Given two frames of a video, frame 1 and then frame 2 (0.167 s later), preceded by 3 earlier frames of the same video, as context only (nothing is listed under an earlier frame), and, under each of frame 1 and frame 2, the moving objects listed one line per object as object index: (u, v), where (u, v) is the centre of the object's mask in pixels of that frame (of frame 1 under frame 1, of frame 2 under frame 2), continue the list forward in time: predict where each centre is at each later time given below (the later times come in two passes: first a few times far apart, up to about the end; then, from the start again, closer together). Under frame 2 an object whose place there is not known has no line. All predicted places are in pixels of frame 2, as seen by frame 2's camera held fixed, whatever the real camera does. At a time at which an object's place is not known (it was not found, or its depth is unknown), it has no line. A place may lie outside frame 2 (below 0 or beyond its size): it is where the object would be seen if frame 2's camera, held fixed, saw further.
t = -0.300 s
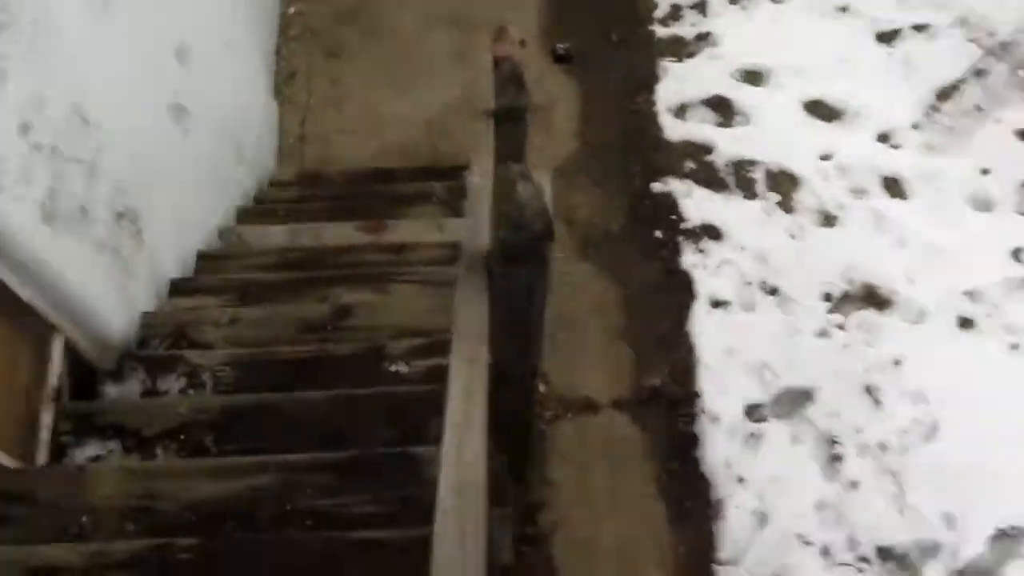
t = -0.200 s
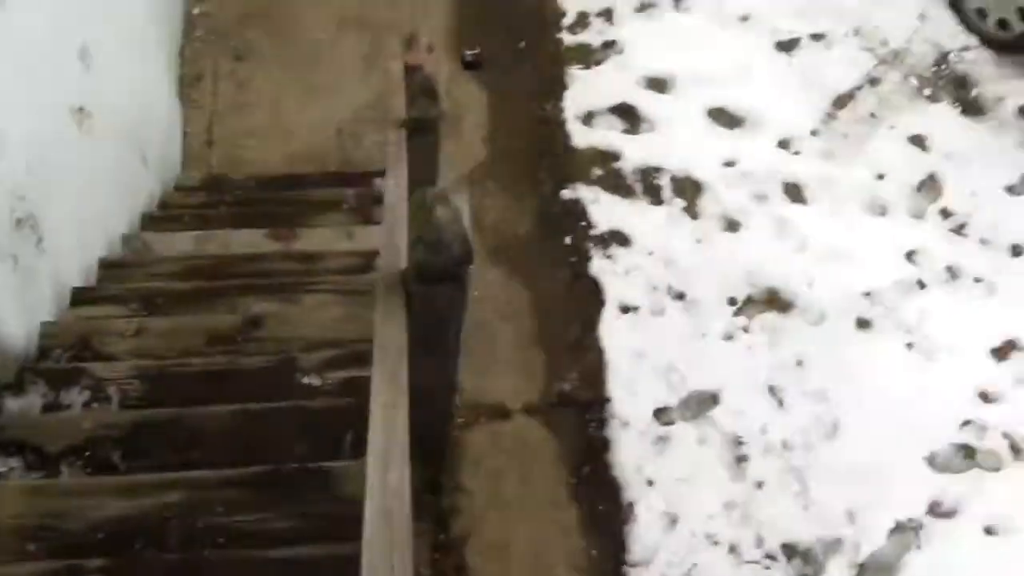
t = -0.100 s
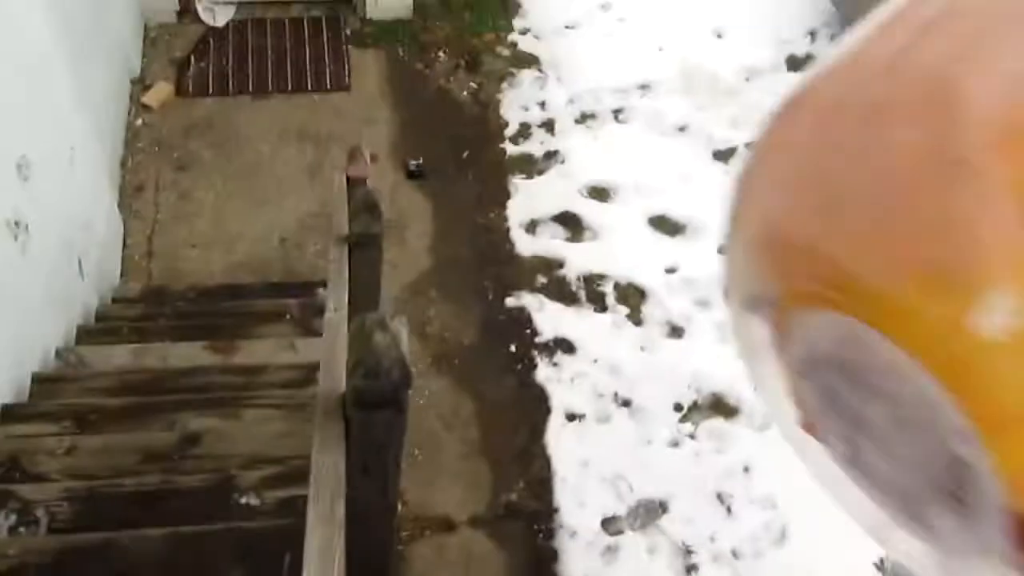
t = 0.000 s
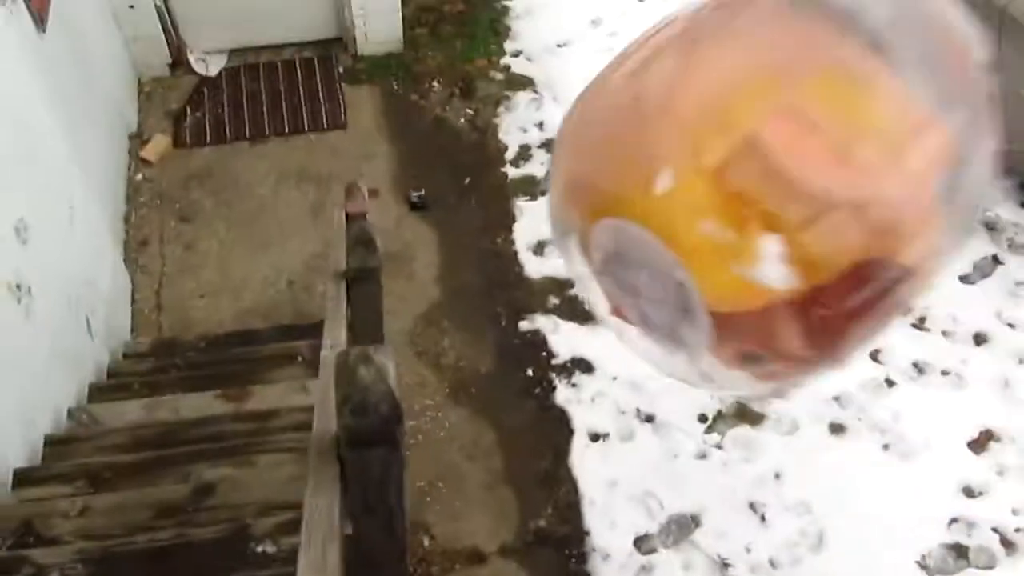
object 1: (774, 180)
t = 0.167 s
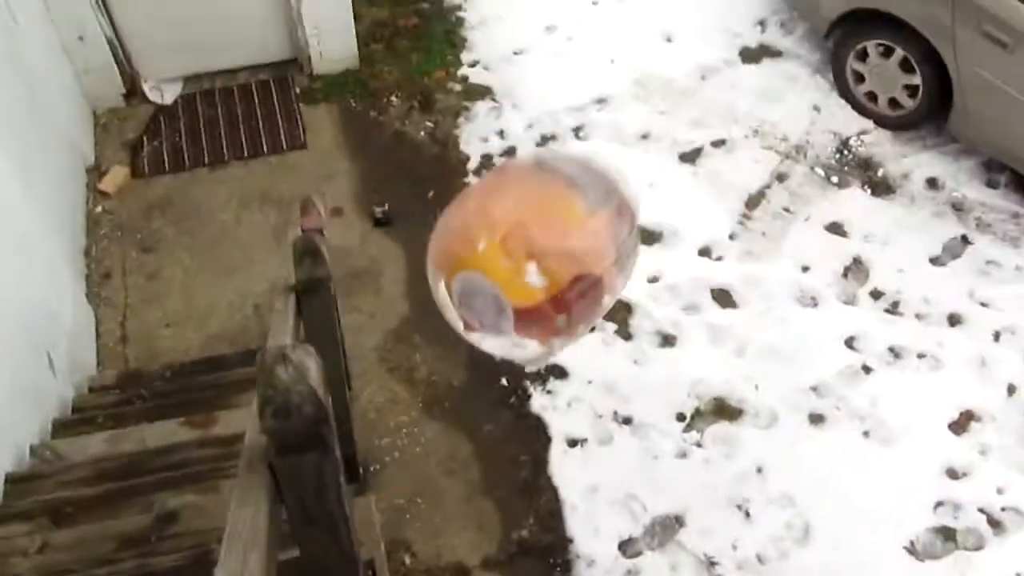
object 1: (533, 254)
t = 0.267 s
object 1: (503, 313)
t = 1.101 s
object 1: (476, 442)
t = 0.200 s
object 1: (520, 275)
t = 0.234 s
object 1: (511, 295)
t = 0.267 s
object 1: (503, 313)
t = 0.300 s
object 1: (498, 332)
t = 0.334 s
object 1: (493, 349)
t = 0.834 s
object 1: (476, 442)
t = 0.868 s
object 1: (476, 442)
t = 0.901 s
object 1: (476, 442)
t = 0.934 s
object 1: (475, 442)
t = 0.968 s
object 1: (474, 442)
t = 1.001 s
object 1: (475, 443)
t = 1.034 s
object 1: (476, 442)
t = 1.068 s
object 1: (476, 443)
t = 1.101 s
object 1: (476, 442)
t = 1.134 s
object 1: (476, 443)
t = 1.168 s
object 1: (476, 442)
